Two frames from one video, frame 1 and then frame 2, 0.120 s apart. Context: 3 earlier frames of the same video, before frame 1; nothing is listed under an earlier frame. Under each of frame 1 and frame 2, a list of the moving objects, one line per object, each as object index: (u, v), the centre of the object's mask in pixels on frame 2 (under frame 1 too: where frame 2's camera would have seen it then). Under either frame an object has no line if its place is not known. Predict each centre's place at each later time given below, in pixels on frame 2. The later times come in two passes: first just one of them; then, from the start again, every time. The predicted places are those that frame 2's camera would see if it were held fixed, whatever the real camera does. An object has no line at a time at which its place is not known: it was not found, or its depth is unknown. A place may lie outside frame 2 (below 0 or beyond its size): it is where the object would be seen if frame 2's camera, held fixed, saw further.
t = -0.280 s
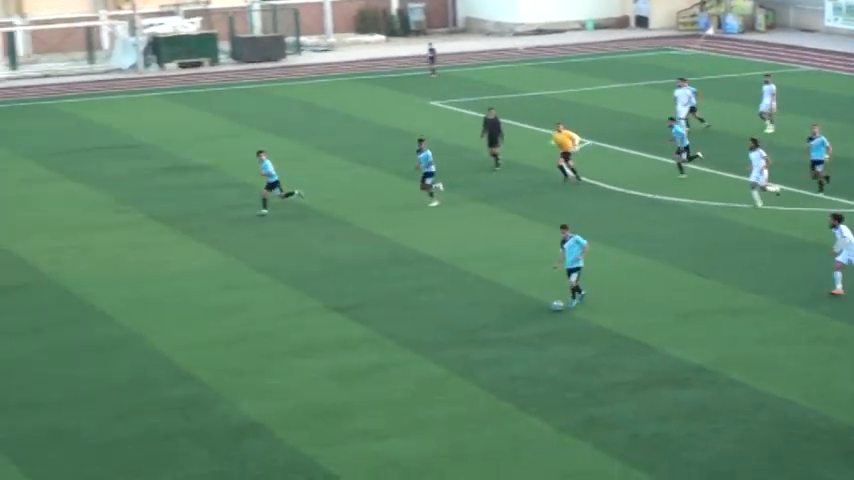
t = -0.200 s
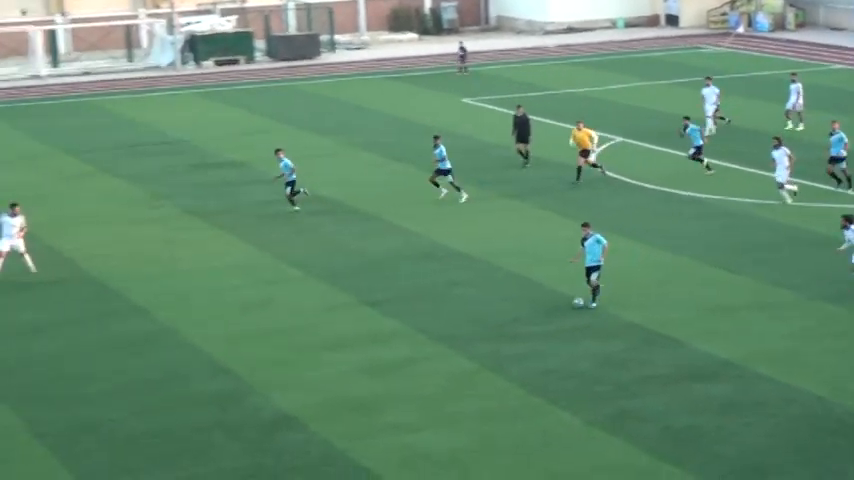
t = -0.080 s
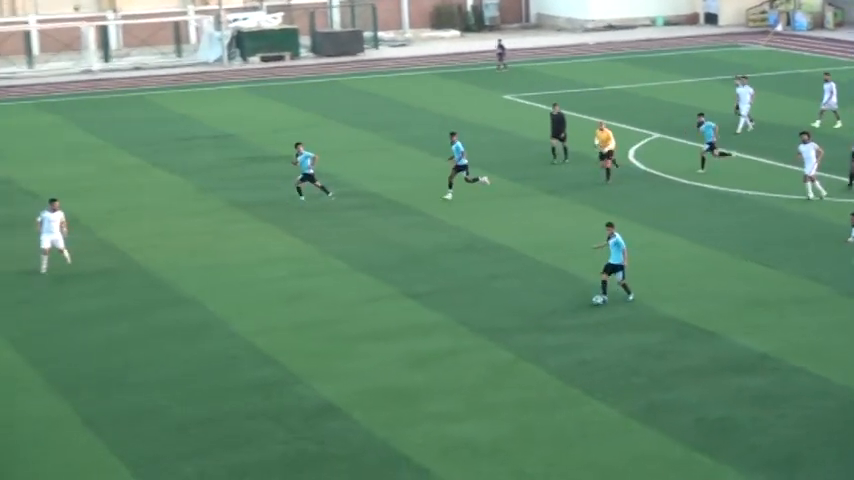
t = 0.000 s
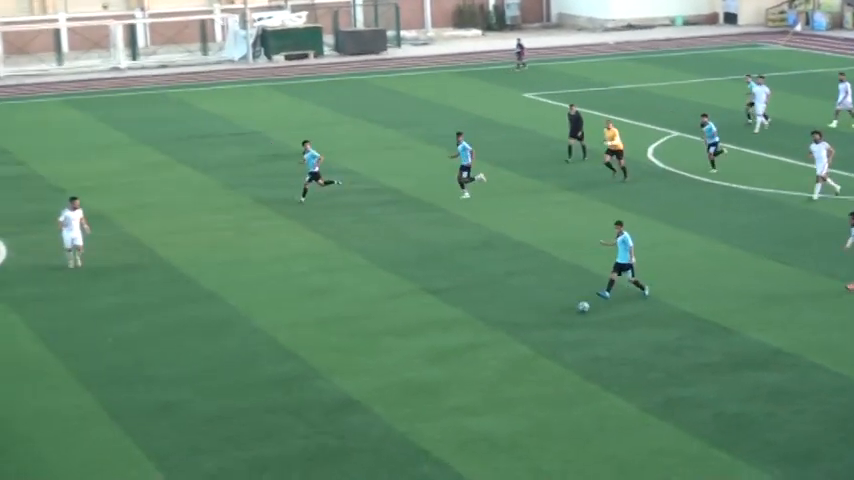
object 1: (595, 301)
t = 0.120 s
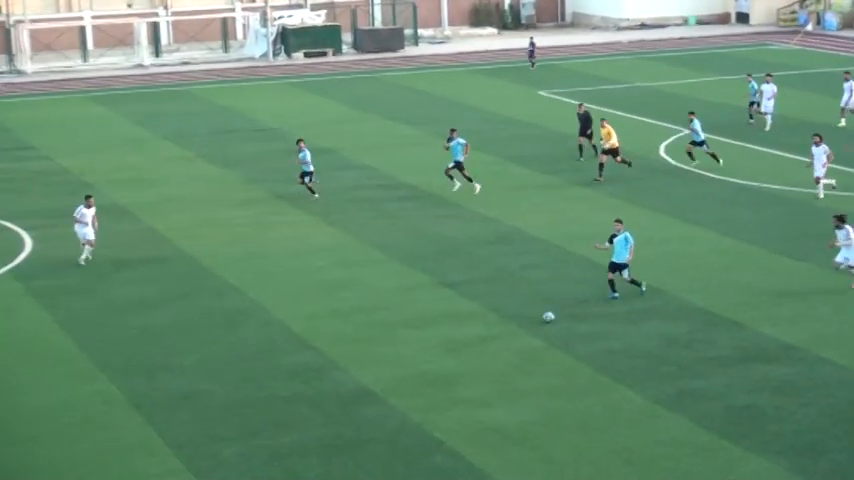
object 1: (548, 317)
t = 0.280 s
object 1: (490, 339)
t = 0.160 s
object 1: (532, 323)
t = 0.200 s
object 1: (518, 328)
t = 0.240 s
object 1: (504, 333)
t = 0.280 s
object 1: (490, 339)
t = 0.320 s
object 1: (476, 344)
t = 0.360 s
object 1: (462, 350)
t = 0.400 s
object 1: (449, 356)
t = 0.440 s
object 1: (435, 361)
